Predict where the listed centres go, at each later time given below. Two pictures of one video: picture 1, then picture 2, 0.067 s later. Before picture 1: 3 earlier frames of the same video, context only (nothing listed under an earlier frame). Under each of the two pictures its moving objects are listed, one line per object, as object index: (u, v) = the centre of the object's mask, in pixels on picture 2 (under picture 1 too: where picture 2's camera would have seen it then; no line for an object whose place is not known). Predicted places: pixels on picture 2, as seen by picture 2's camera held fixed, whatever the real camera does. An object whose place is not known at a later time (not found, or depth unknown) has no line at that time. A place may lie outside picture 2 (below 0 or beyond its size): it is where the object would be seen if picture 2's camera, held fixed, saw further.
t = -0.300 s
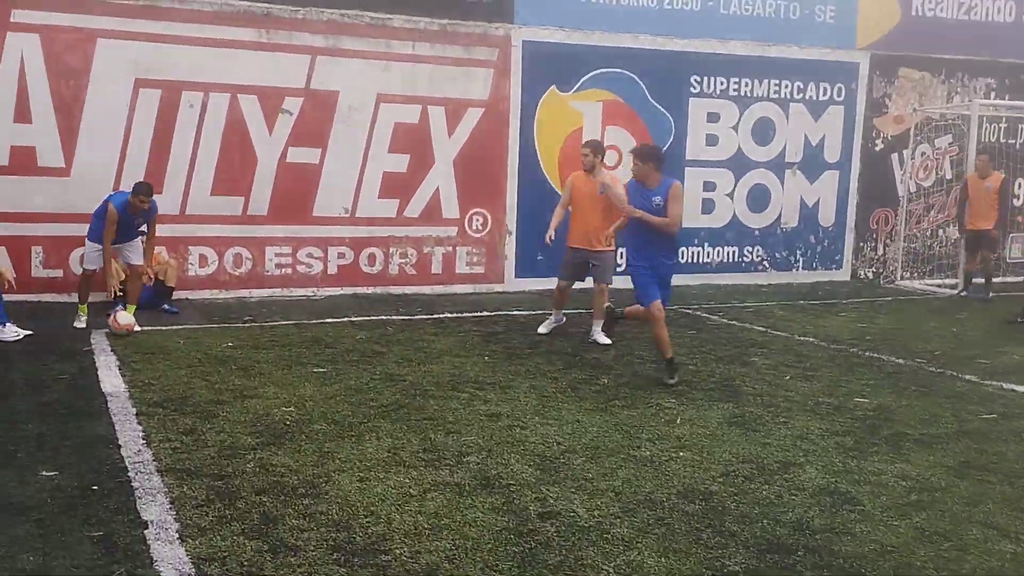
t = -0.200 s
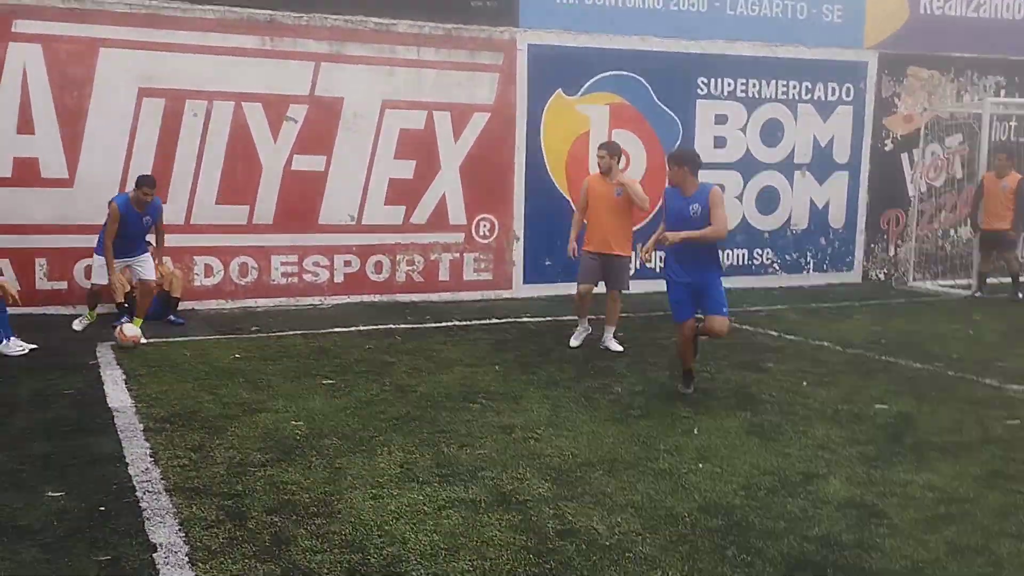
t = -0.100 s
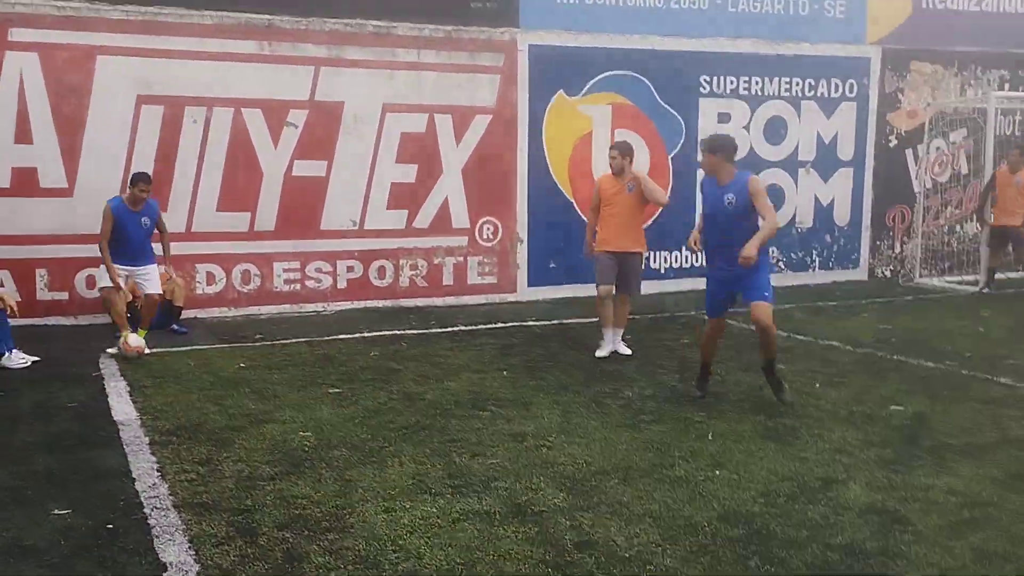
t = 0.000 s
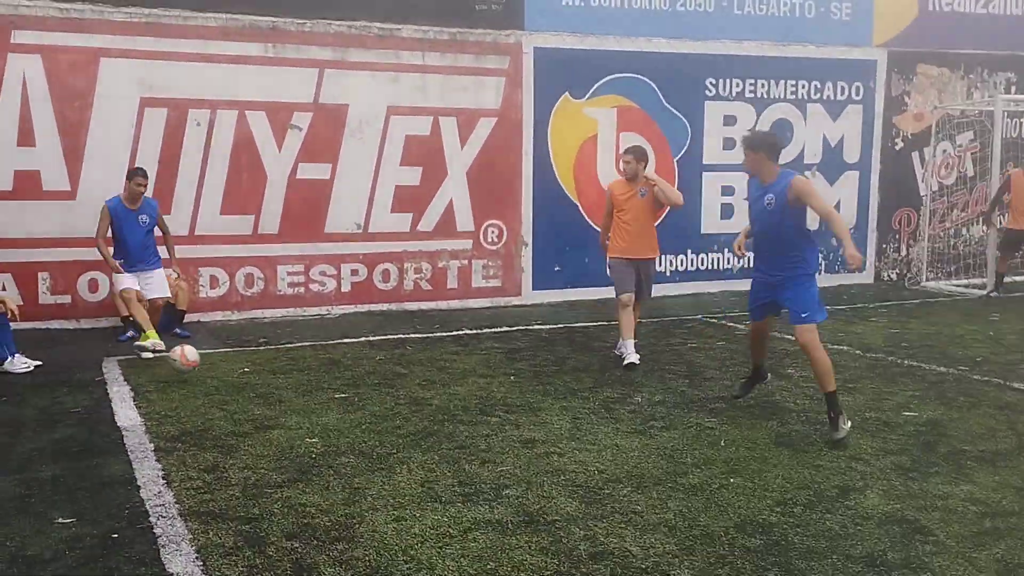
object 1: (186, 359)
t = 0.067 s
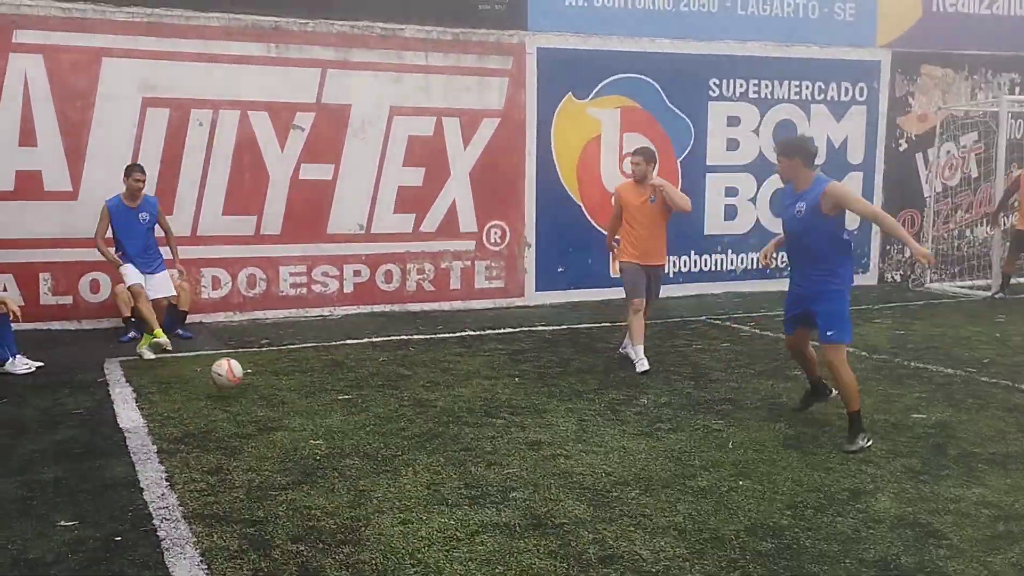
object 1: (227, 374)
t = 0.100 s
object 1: (249, 383)
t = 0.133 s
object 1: (272, 395)
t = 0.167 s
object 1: (296, 404)
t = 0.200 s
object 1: (318, 405)
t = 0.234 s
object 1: (341, 407)
